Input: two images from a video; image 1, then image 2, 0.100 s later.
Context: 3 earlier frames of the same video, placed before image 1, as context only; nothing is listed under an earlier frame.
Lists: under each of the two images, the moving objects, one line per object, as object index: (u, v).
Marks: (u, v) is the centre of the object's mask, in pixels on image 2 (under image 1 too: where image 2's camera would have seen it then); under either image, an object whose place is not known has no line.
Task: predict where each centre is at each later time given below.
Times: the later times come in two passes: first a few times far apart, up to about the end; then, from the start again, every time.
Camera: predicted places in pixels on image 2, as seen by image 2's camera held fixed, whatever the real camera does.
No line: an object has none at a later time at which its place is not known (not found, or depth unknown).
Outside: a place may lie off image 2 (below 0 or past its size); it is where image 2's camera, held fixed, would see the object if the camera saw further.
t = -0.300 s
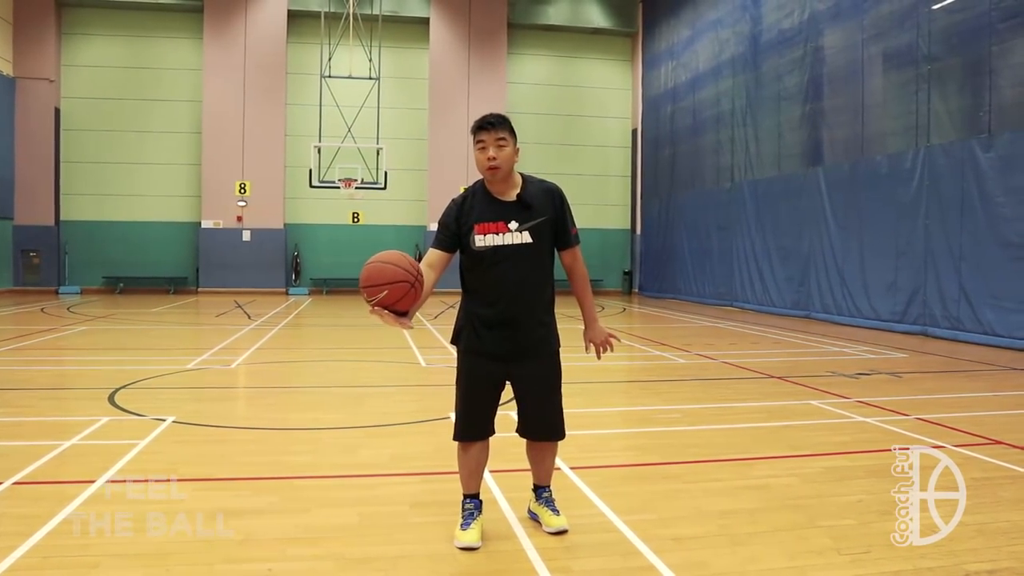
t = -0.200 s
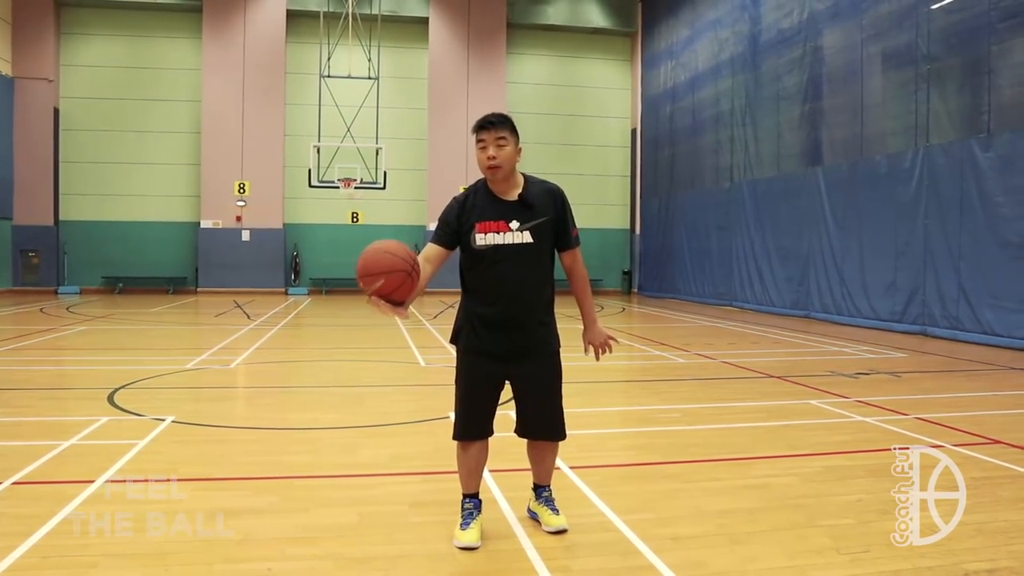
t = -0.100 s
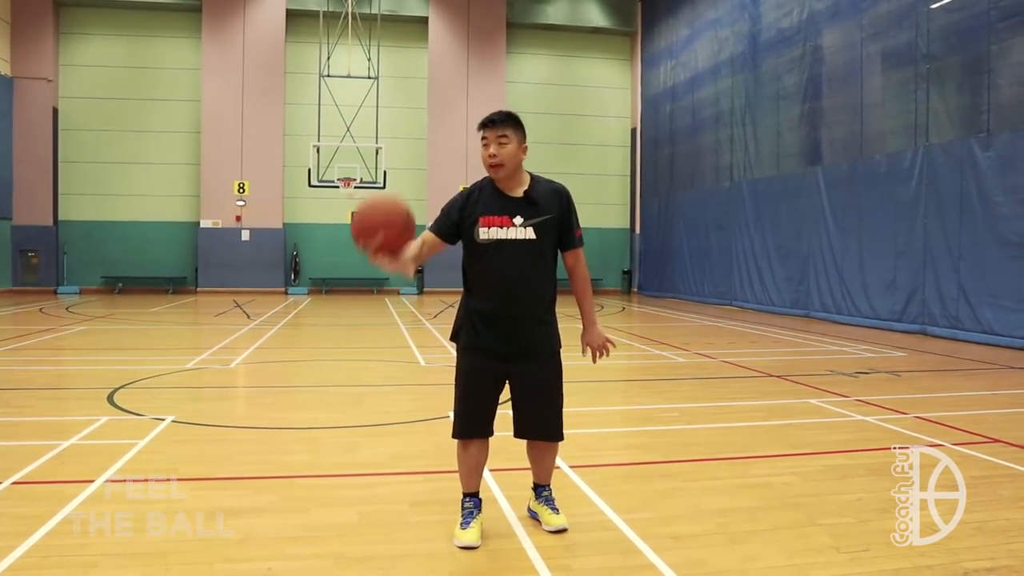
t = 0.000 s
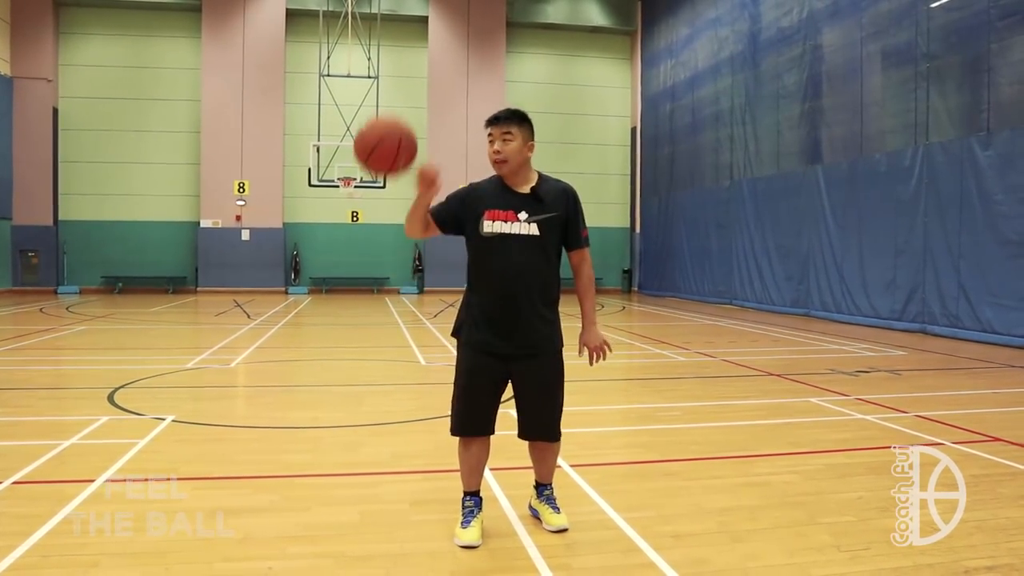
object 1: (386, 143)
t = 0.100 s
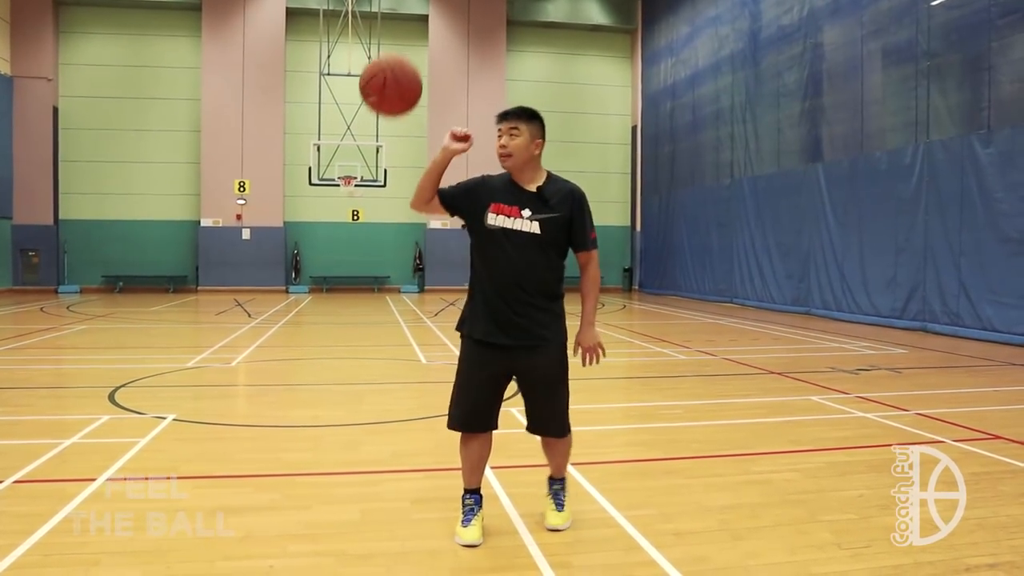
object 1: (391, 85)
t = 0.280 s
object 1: (397, 44)
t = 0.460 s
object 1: (402, 82)
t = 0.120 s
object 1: (392, 76)
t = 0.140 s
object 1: (392, 69)
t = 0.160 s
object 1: (393, 62)
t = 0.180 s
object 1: (394, 56)
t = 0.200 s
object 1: (394, 52)
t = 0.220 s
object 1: (395, 48)
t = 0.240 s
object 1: (396, 46)
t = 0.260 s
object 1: (396, 44)
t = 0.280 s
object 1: (397, 44)
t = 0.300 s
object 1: (397, 44)
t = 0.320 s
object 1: (398, 45)
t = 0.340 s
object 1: (398, 48)
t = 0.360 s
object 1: (399, 51)
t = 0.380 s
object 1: (400, 55)
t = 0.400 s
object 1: (400, 60)
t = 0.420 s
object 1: (401, 66)
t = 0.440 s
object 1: (401, 73)
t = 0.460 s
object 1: (402, 82)
